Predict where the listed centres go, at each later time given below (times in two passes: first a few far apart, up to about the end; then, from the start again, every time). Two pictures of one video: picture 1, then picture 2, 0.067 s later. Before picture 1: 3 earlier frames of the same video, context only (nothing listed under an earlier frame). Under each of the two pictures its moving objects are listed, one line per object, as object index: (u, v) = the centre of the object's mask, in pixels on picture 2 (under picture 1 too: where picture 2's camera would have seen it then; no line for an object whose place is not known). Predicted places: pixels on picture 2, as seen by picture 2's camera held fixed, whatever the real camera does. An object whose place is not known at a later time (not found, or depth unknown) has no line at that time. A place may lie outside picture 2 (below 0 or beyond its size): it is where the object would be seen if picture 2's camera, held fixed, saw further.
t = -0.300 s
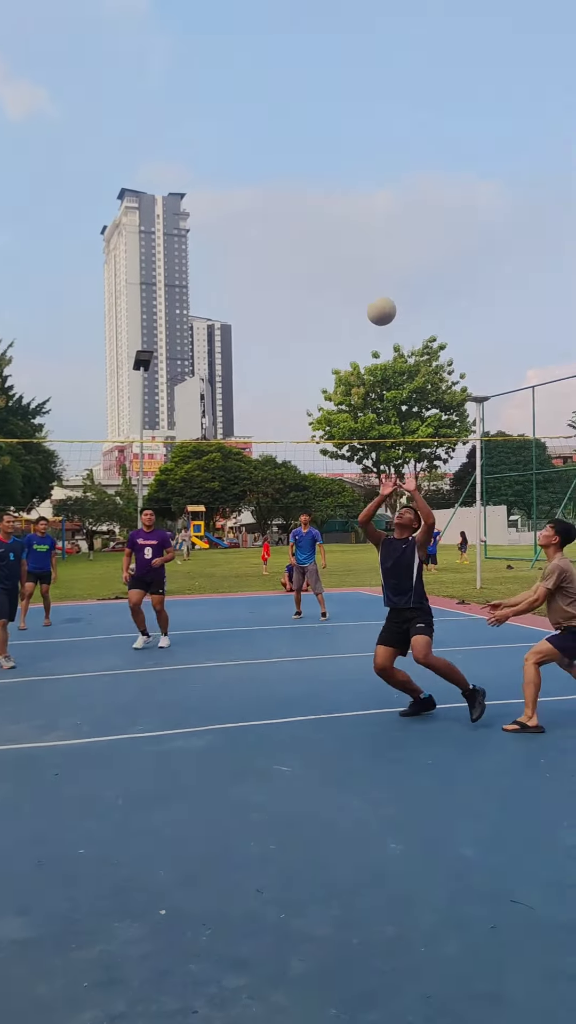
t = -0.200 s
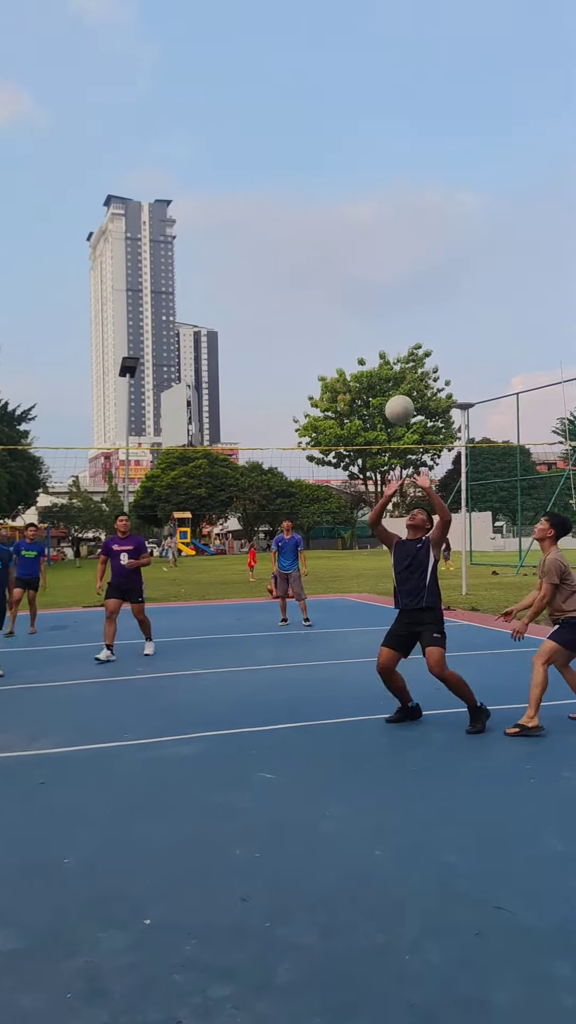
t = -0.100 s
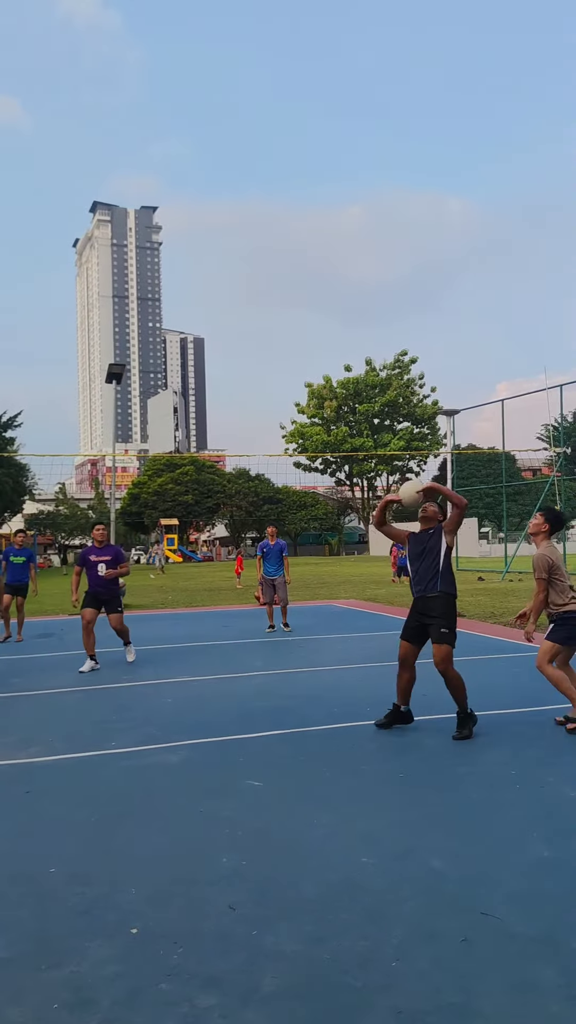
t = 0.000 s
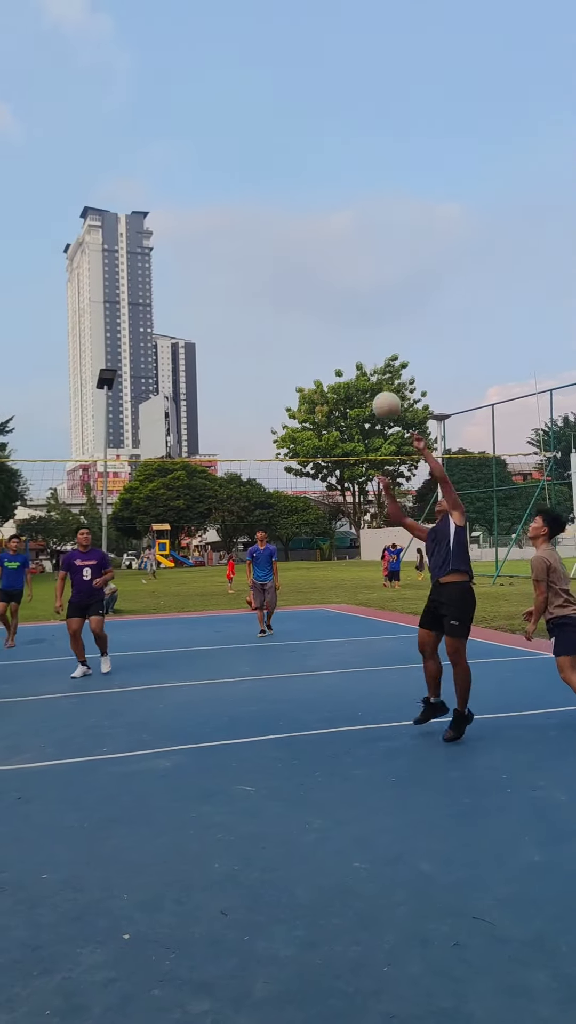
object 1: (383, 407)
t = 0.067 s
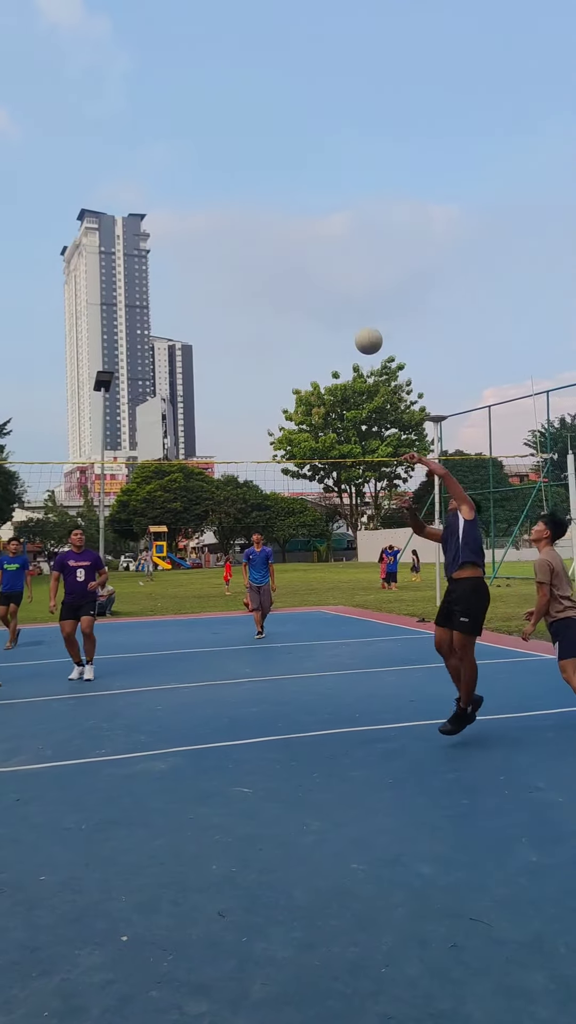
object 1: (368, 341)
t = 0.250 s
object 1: (333, 194)
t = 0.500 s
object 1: (292, 82)
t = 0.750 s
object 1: (261, 57)
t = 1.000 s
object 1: (232, 100)
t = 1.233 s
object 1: (212, 199)
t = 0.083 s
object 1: (365, 326)
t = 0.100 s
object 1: (361, 310)
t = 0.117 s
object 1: (358, 295)
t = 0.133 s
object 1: (354, 281)
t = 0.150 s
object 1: (351, 267)
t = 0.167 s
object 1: (348, 254)
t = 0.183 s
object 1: (345, 241)
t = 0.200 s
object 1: (341, 228)
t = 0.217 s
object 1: (339, 216)
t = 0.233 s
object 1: (335, 205)
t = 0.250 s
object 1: (333, 194)
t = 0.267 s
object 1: (330, 183)
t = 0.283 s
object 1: (327, 172)
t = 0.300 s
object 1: (324, 163)
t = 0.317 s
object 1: (321, 154)
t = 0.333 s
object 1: (318, 146)
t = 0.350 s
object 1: (316, 137)
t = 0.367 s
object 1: (313, 129)
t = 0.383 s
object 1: (310, 122)
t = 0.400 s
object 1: (307, 115)
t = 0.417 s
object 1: (305, 108)
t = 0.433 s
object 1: (302, 102)
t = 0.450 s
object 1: (300, 96)
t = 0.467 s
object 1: (297, 91)
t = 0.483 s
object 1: (295, 86)
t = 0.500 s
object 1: (292, 82)
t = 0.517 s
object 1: (290, 78)
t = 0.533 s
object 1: (288, 74)
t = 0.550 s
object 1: (285, 71)
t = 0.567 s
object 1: (283, 67)
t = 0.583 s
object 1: (281, 65)
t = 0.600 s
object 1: (279, 63)
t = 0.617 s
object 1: (277, 61)
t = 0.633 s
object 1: (275, 59)
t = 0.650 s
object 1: (273, 58)
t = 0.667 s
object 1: (271, 57)
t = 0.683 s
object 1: (269, 56)
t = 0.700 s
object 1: (267, 56)
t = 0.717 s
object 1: (265, 56)
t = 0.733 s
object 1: (263, 56)
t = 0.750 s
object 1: (261, 57)
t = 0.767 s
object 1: (259, 58)
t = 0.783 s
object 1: (257, 59)
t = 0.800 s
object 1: (255, 60)
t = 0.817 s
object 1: (253, 62)
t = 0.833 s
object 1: (251, 64)
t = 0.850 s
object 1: (249, 66)
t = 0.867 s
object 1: (247, 68)
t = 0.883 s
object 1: (245, 71)
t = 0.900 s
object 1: (243, 74)
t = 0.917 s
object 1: (241, 79)
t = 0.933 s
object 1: (239, 82)
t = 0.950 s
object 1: (238, 86)
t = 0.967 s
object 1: (236, 90)
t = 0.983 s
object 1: (234, 96)
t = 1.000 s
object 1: (232, 100)
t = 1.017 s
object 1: (231, 106)
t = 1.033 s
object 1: (229, 112)
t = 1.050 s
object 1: (227, 118)
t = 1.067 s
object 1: (226, 124)
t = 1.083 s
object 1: (224, 131)
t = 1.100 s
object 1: (223, 137)
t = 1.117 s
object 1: (222, 144)
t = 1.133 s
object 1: (220, 151)
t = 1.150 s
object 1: (219, 159)
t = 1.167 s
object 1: (217, 166)
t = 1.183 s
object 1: (216, 174)
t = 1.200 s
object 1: (215, 182)
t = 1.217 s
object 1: (214, 190)
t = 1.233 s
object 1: (212, 199)
